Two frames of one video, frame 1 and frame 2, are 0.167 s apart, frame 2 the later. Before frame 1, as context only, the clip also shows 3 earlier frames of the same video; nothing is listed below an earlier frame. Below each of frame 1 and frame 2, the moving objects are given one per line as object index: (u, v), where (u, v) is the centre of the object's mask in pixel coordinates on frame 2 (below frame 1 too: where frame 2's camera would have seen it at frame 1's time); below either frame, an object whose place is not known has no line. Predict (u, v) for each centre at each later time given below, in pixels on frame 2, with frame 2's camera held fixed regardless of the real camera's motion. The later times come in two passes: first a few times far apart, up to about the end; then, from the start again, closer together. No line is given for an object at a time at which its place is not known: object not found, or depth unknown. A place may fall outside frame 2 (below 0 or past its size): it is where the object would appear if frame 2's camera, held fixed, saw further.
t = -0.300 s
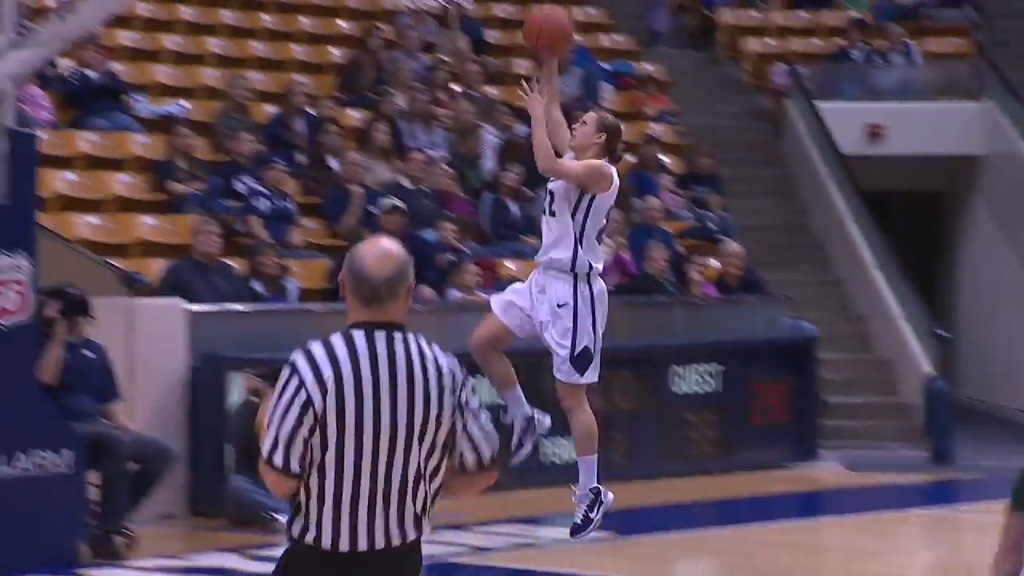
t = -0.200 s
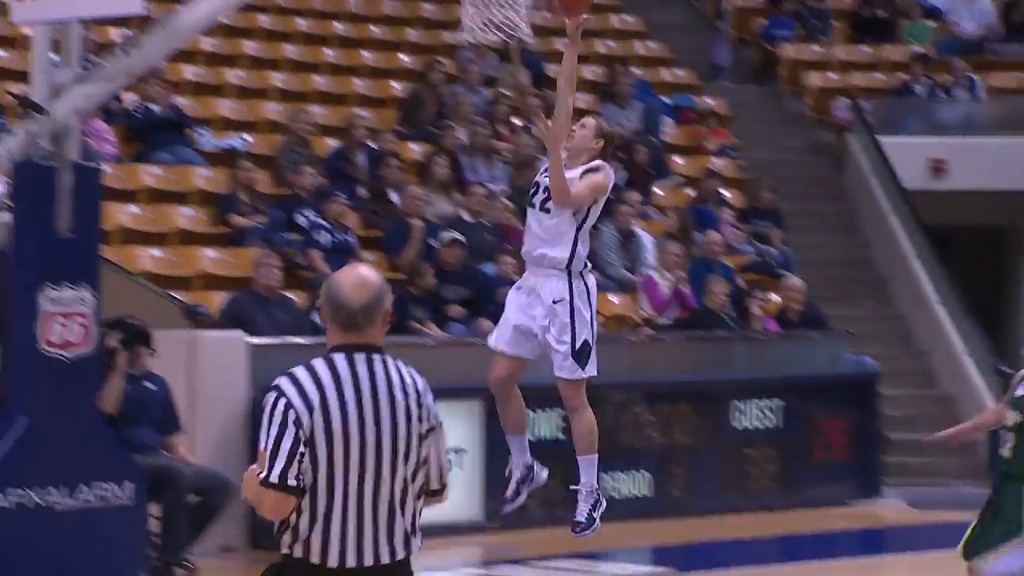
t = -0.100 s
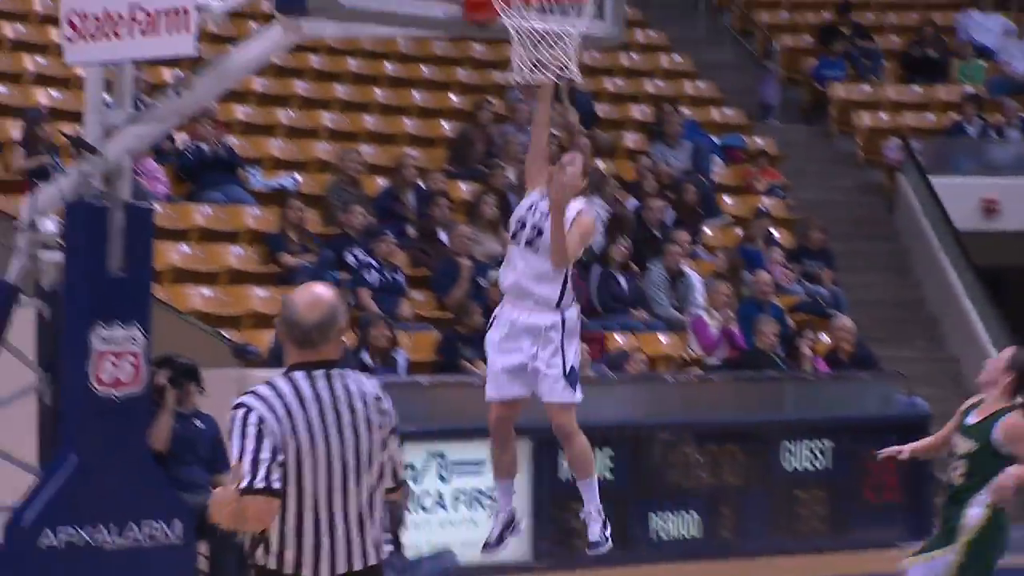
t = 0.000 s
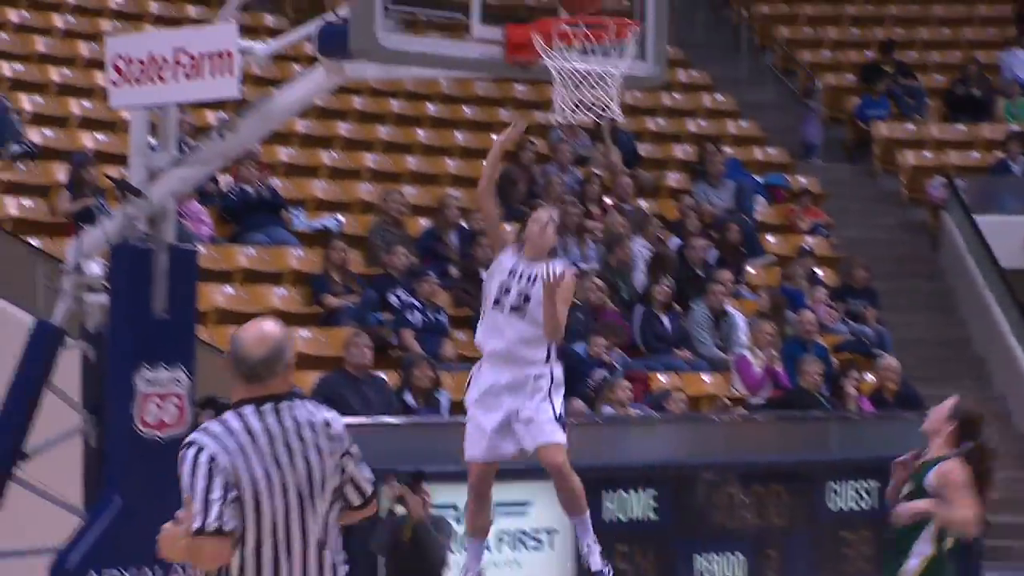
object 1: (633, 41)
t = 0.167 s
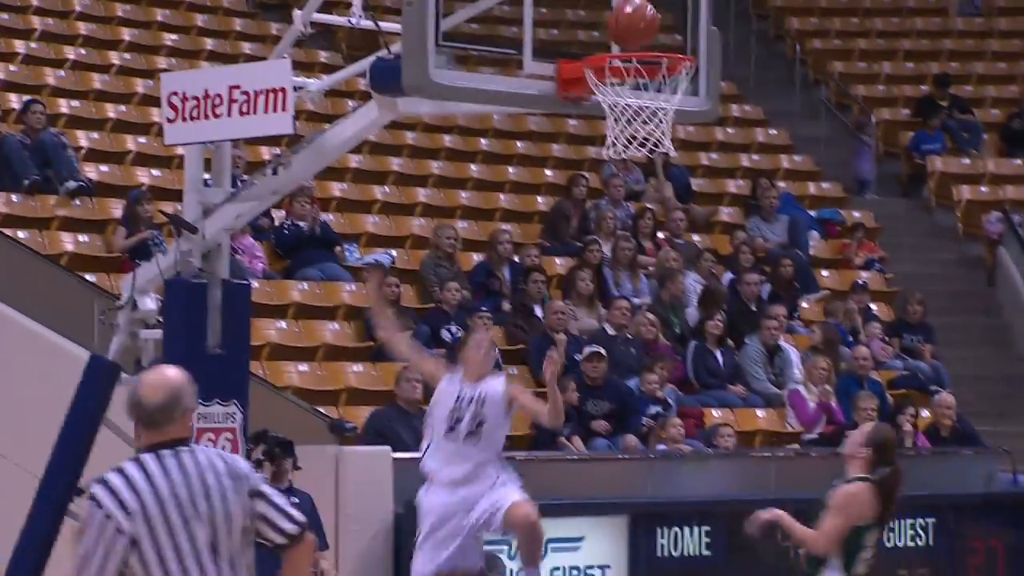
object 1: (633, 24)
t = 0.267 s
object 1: (637, 54)
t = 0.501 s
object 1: (646, 160)
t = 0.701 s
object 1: (654, 310)
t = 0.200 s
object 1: (634, 29)
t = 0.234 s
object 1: (636, 35)
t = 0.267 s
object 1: (637, 54)
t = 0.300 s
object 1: (638, 67)
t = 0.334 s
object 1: (639, 83)
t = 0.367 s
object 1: (641, 105)
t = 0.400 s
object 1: (641, 120)
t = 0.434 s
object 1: (643, 139)
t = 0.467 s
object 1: (643, 145)
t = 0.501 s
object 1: (646, 160)
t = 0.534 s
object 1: (648, 177)
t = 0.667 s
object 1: (653, 278)
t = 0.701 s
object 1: (654, 310)
